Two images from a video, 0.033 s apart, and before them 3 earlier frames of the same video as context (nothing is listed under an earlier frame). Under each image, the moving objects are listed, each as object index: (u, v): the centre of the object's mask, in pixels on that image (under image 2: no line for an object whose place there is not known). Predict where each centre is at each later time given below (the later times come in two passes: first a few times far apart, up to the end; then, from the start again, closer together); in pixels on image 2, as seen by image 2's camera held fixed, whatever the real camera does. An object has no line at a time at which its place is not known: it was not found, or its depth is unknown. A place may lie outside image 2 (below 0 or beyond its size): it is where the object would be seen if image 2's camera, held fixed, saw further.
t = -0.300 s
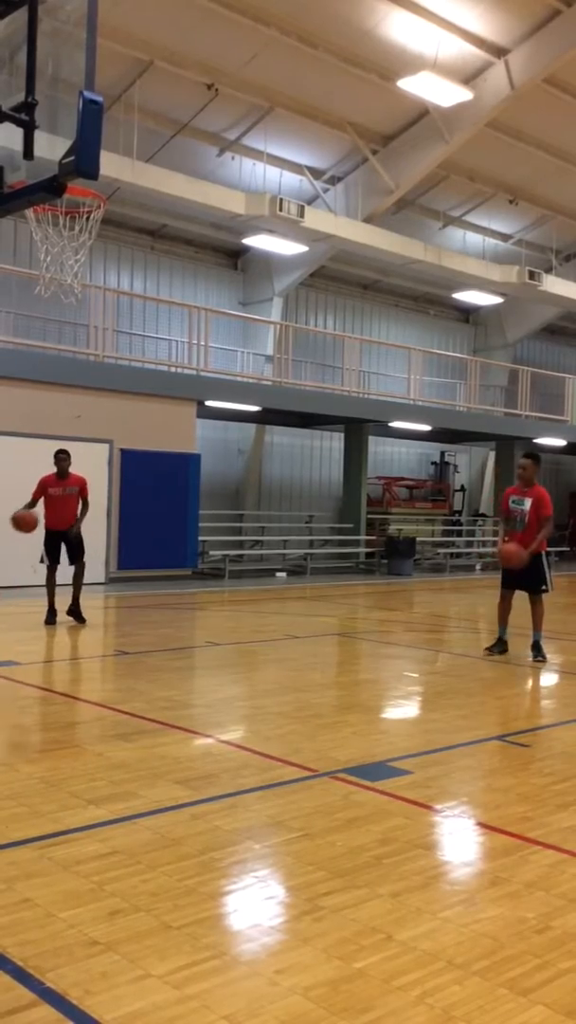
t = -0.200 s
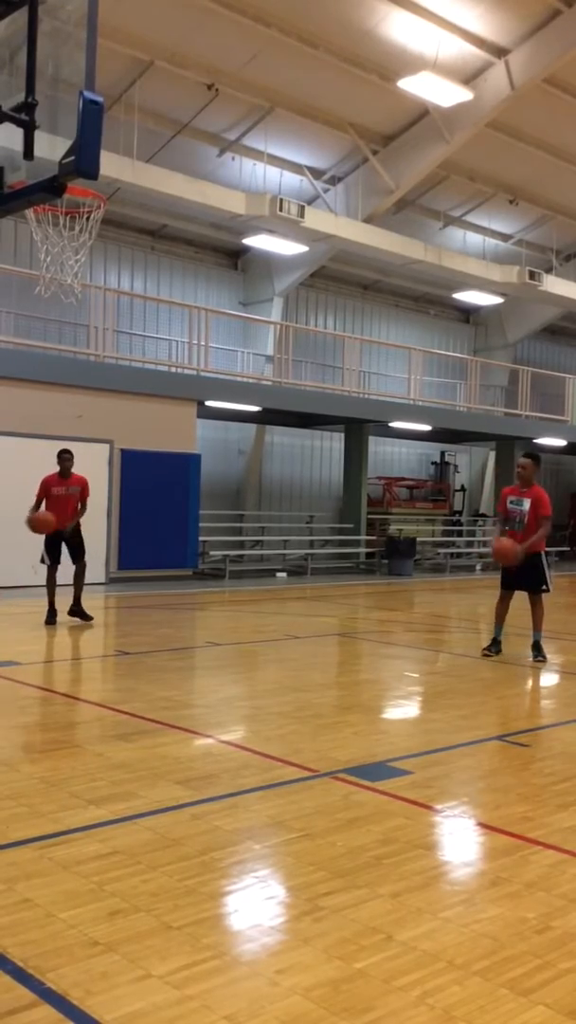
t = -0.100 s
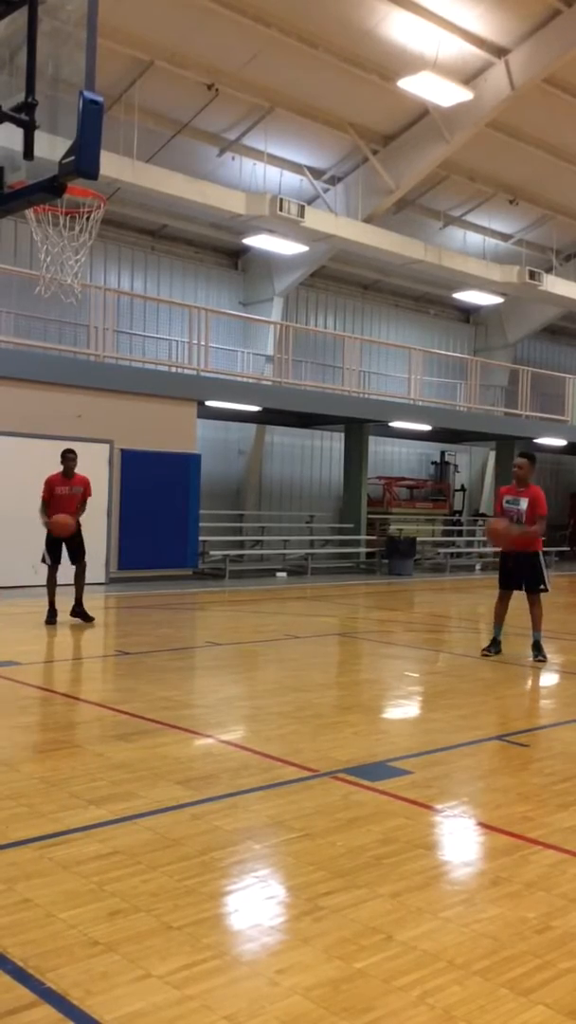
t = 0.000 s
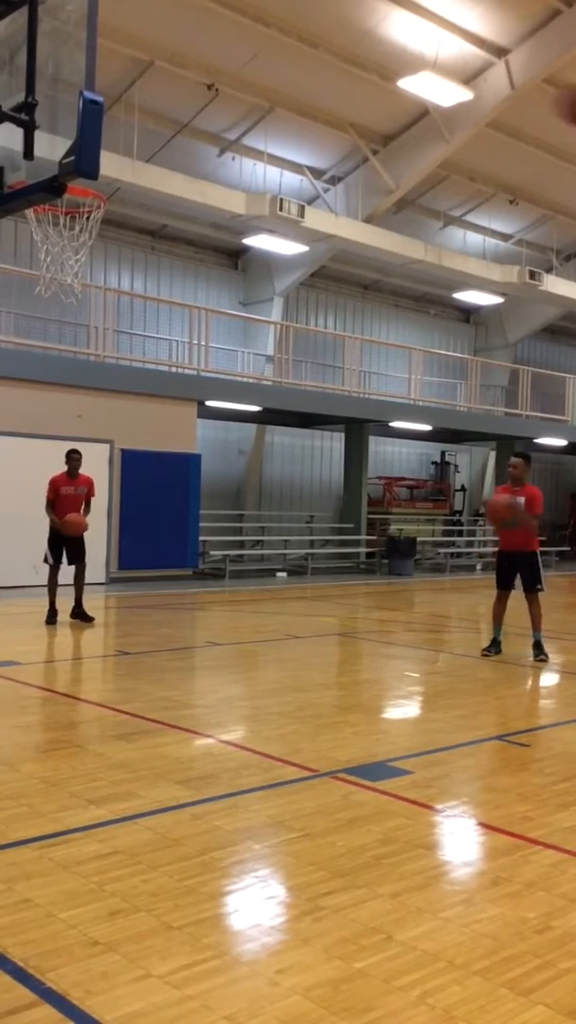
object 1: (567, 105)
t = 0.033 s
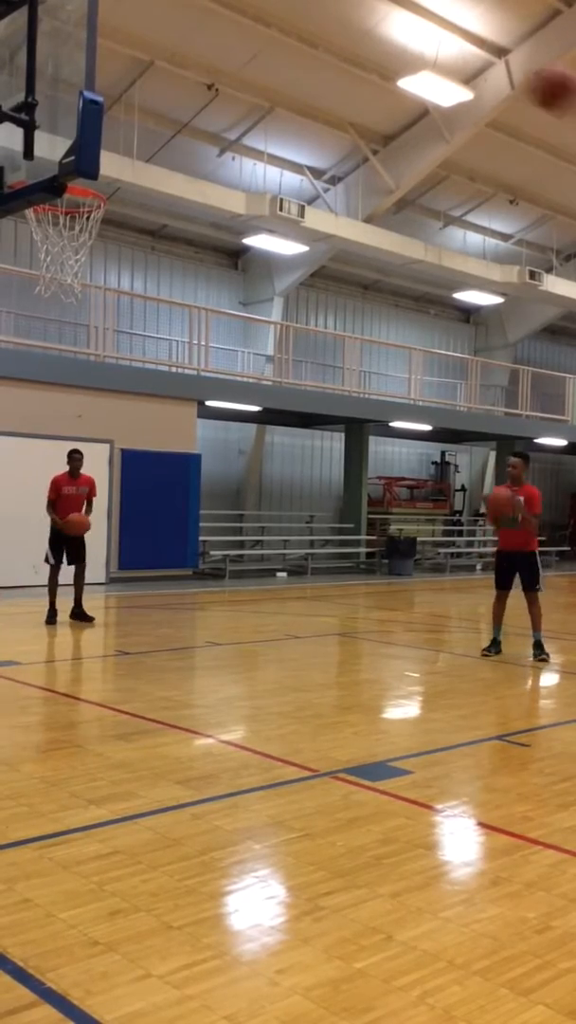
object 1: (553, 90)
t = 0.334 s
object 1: (298, 50)
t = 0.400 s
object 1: (243, 66)
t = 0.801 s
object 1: (87, 233)
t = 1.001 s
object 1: (75, 322)
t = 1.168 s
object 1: (62, 437)
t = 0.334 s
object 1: (298, 50)
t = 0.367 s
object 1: (271, 57)
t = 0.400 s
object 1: (243, 66)
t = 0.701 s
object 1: (62, 211)
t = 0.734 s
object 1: (82, 215)
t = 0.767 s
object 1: (87, 226)
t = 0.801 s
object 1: (87, 233)
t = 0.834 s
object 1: (87, 250)
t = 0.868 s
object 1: (85, 261)
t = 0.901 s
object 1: (82, 274)
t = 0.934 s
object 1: (80, 287)
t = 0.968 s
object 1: (78, 303)
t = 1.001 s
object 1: (75, 322)
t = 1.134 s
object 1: (65, 411)
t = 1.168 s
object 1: (62, 437)
